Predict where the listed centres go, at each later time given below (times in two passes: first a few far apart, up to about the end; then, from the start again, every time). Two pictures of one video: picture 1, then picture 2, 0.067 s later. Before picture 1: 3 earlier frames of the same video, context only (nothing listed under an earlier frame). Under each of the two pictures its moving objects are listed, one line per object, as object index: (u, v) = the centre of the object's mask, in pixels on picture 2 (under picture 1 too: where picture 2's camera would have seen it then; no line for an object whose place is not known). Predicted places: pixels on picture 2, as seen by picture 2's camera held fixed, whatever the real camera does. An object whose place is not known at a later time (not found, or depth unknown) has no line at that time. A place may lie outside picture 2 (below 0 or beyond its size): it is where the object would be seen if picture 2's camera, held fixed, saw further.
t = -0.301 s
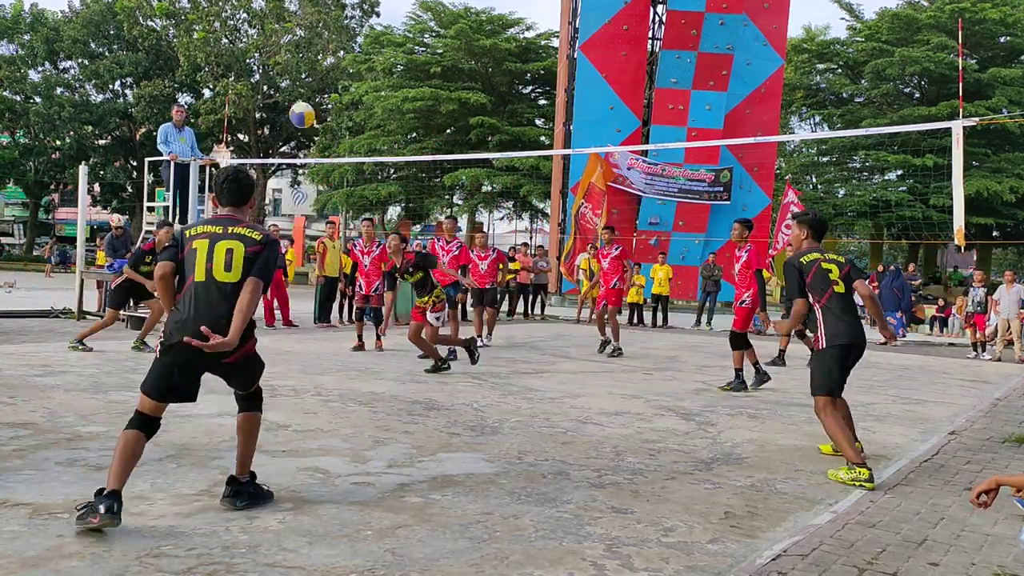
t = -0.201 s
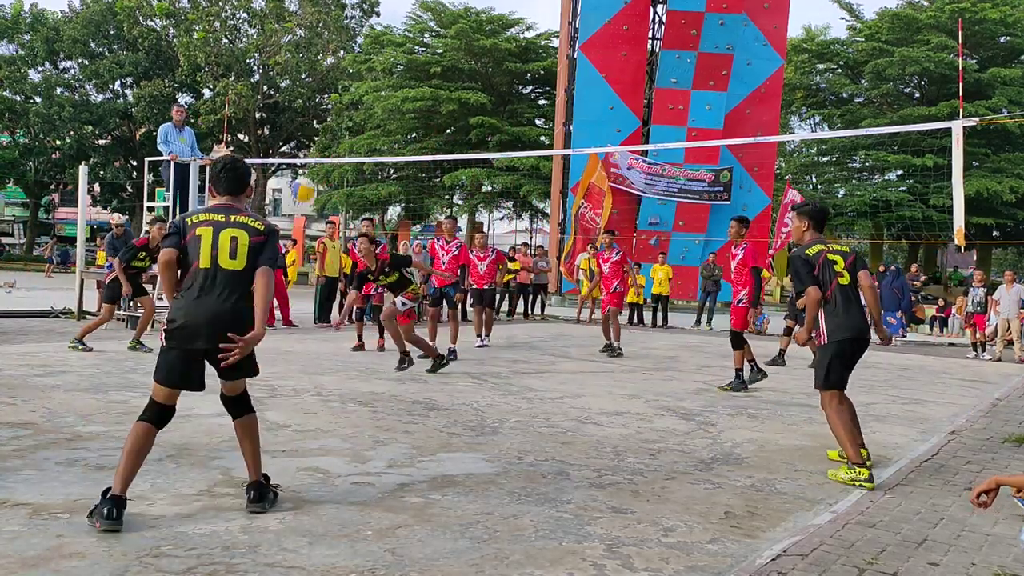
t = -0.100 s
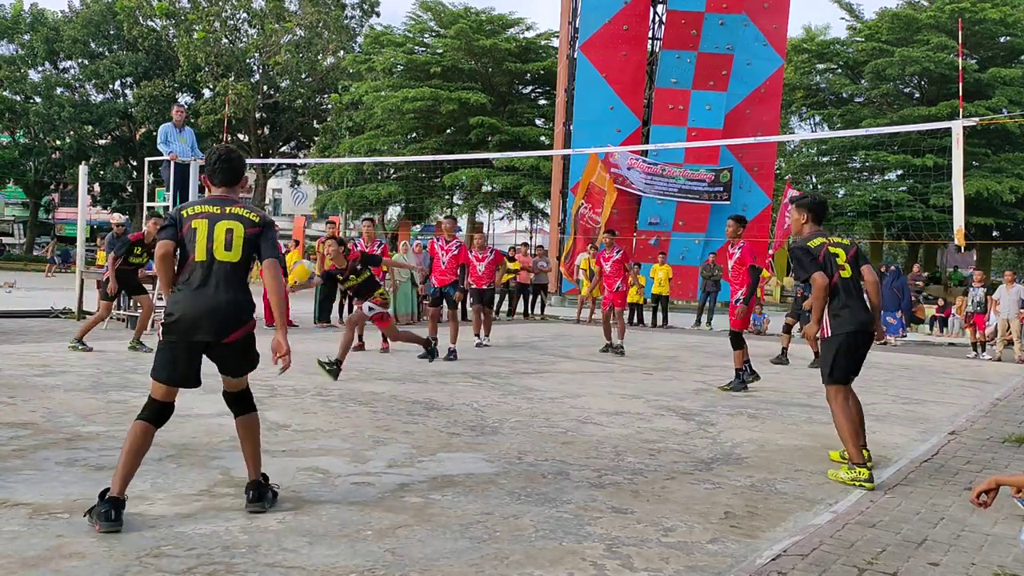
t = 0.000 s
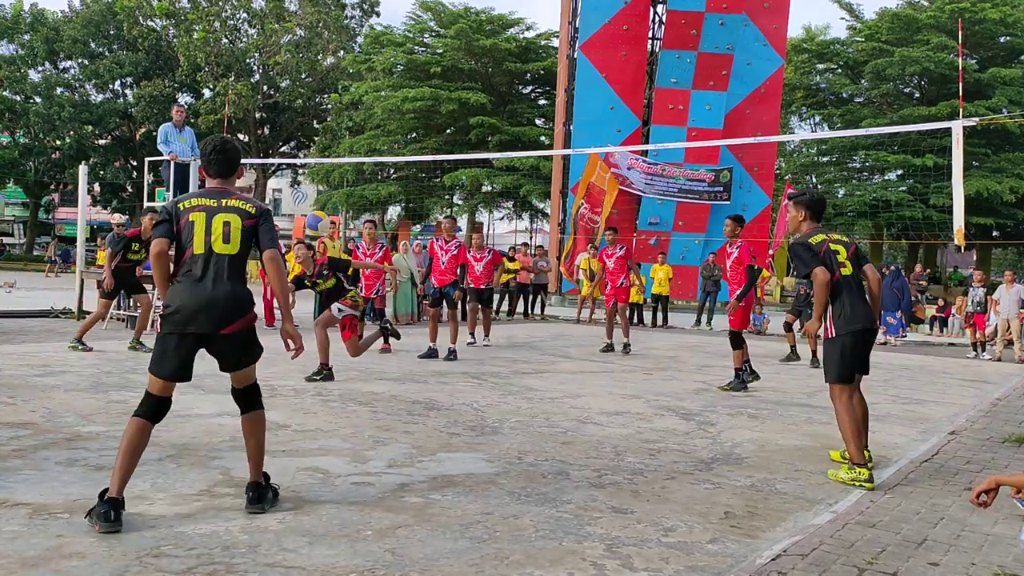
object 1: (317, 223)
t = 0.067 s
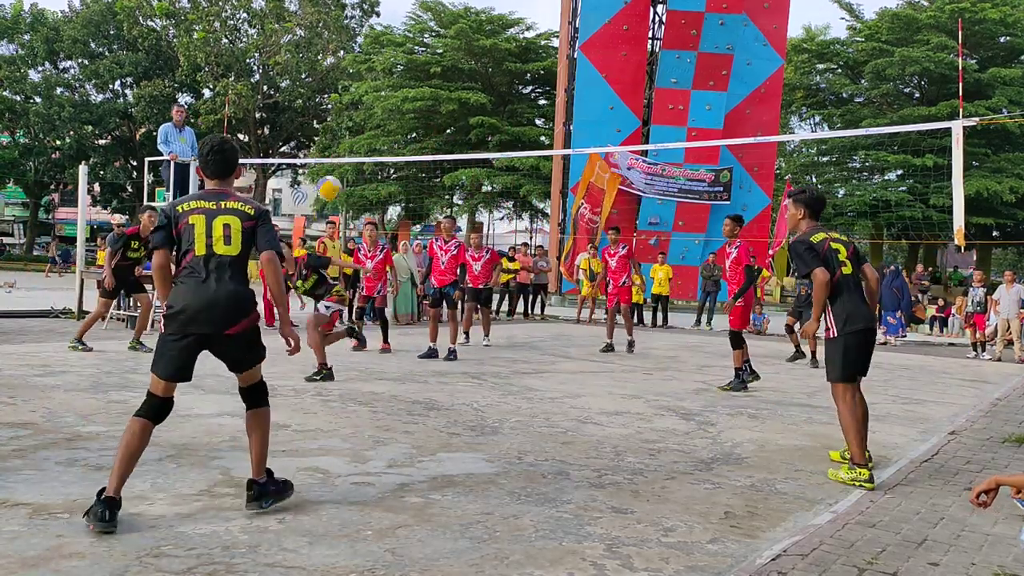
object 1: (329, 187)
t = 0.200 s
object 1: (353, 129)
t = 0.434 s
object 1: (406, 67)
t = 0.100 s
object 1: (334, 173)
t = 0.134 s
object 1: (340, 157)
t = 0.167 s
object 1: (346, 143)
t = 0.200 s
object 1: (353, 129)
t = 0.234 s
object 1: (360, 117)
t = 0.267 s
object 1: (368, 106)
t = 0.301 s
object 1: (374, 96)
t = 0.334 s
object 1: (381, 87)
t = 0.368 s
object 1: (390, 78)
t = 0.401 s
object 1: (398, 72)
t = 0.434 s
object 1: (406, 67)
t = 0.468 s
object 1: (414, 63)
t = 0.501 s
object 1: (423, 61)
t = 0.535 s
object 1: (432, 60)
